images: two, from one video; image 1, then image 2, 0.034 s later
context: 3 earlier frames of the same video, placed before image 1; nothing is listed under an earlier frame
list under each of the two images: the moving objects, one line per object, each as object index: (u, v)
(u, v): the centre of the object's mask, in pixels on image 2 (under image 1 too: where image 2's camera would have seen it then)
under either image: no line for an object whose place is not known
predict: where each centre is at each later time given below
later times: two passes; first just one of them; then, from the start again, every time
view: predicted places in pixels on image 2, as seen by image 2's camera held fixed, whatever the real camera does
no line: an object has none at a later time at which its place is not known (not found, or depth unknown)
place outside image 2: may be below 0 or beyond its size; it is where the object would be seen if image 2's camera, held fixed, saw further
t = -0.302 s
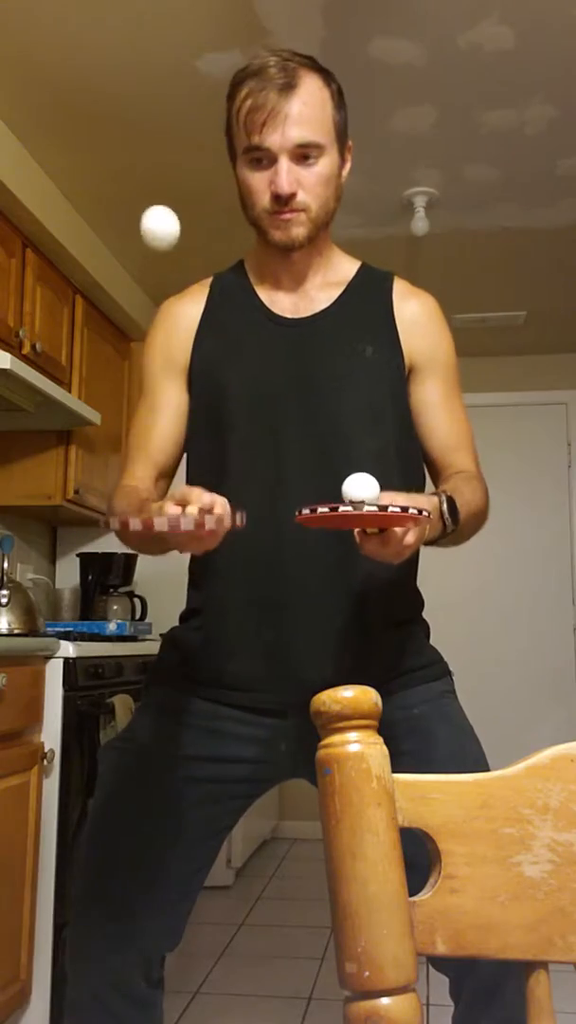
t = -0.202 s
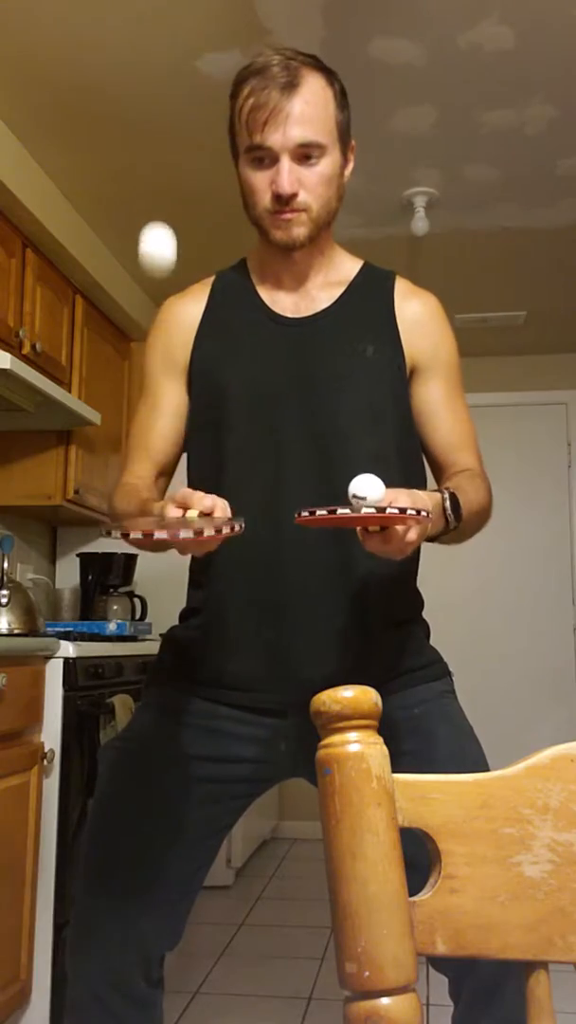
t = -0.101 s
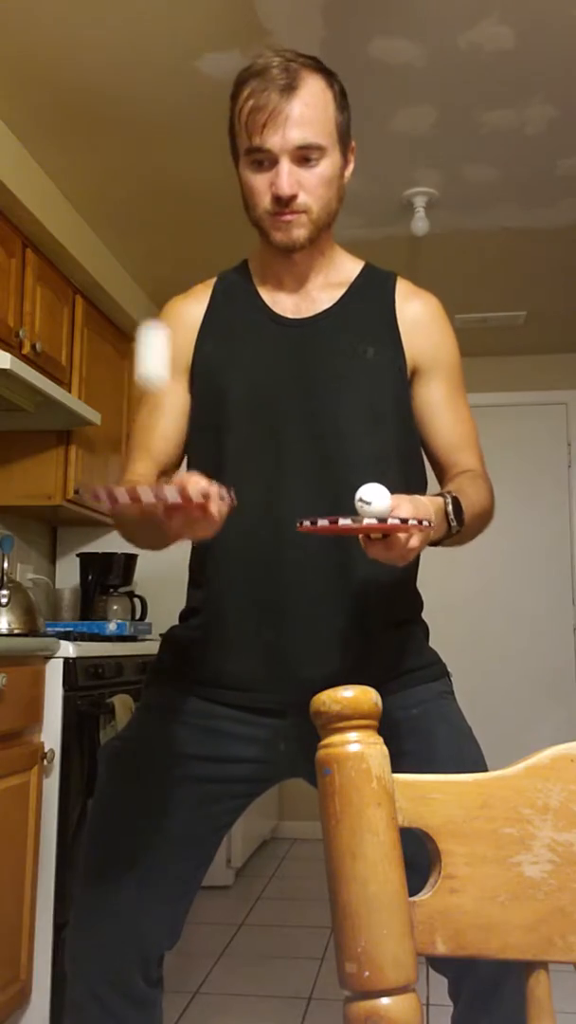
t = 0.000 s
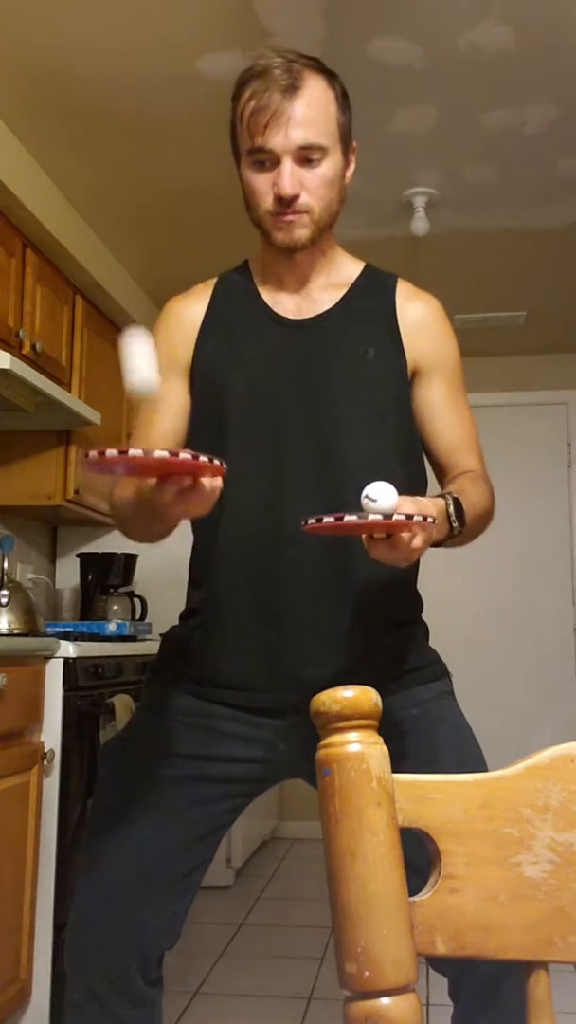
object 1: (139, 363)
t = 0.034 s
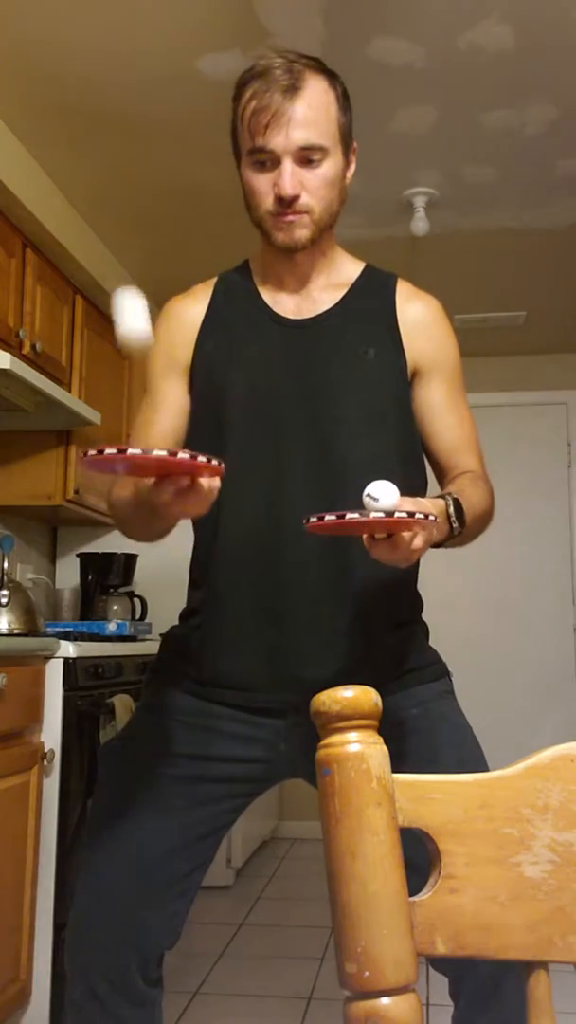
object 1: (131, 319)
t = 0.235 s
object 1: (82, 261)
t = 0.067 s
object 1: (124, 286)
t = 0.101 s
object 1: (116, 261)
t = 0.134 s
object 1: (108, 247)
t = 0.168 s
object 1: (99, 242)
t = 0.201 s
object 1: (91, 247)
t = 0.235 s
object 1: (82, 261)
